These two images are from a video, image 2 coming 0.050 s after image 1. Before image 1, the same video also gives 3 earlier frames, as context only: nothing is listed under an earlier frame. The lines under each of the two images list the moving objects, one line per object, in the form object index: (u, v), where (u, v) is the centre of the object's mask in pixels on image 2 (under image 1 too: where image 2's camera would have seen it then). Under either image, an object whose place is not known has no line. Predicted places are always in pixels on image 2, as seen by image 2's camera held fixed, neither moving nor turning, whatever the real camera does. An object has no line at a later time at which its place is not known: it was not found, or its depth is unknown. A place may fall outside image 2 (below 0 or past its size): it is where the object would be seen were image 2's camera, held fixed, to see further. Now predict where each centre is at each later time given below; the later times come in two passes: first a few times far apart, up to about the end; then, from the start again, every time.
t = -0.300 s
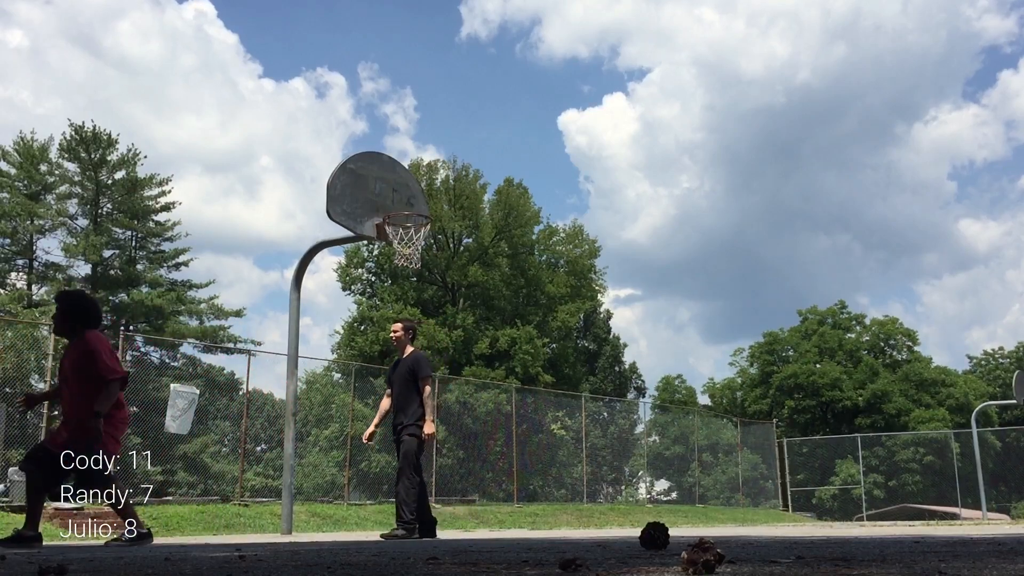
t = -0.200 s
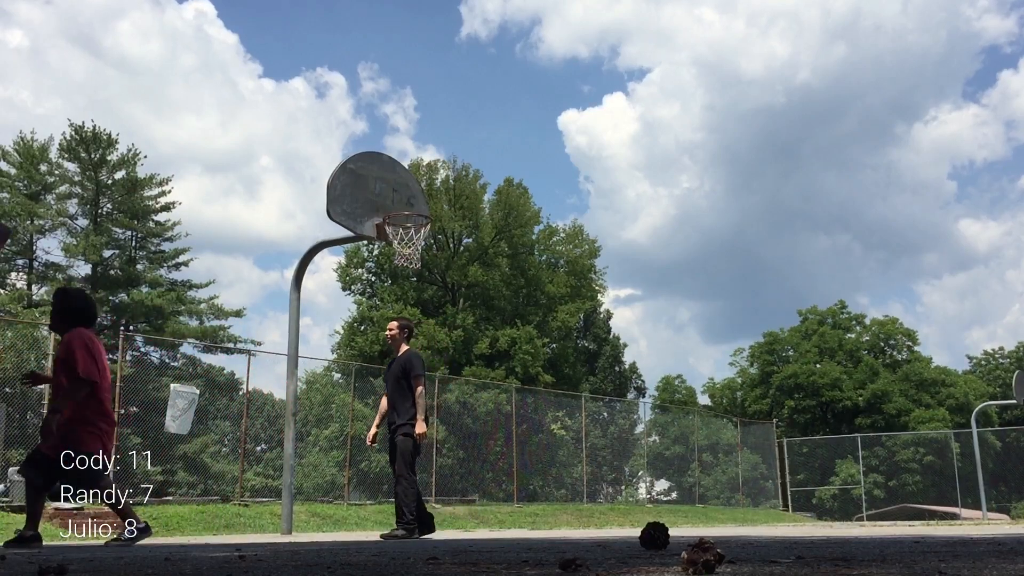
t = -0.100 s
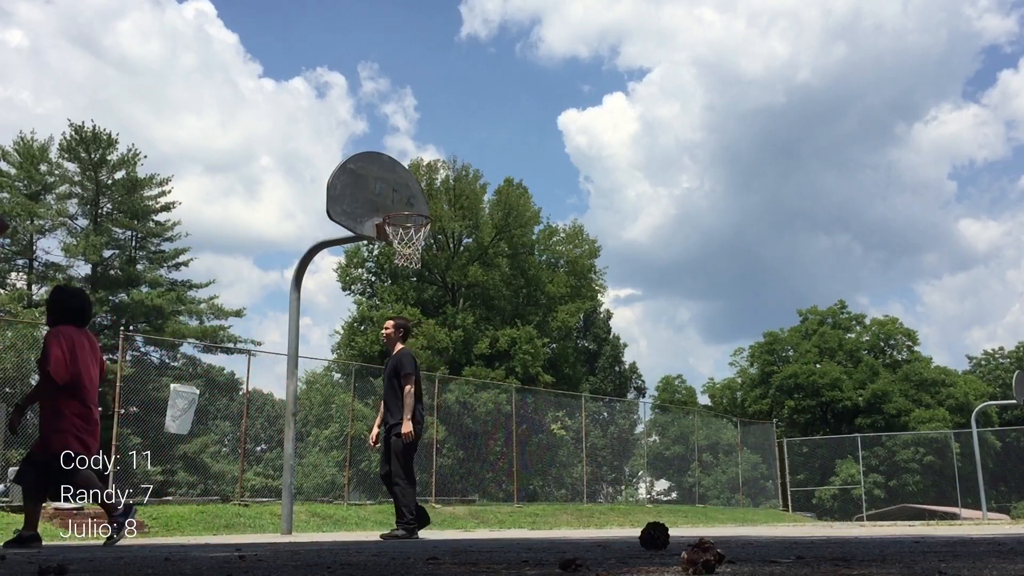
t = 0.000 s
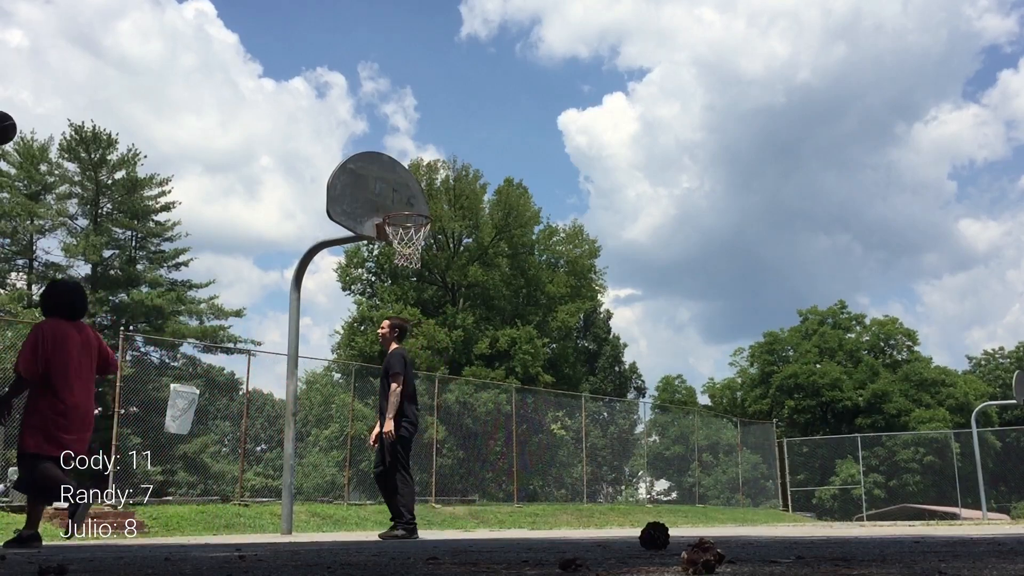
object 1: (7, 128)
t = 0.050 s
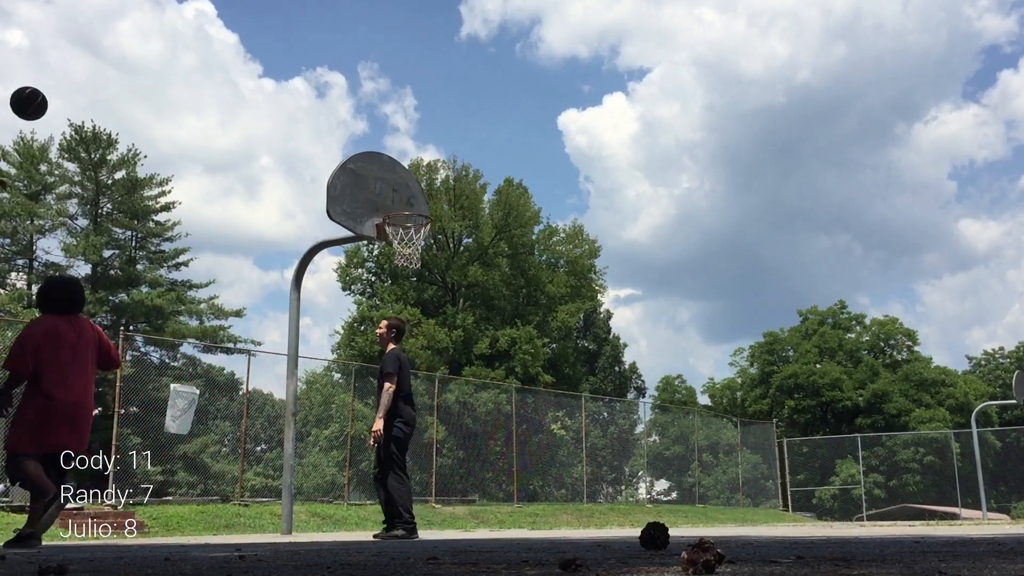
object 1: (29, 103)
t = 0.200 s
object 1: (112, 57)
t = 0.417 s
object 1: (209, 45)
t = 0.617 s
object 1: (283, 78)
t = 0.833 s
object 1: (351, 151)
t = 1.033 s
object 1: (404, 196)
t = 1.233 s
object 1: (453, 176)
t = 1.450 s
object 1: (505, 197)
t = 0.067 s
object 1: (39, 96)
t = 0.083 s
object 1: (48, 90)
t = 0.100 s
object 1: (58, 84)
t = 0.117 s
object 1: (68, 78)
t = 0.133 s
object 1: (77, 73)
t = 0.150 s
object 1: (86, 69)
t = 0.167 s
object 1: (95, 64)
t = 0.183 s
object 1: (103, 61)
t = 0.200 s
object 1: (112, 57)
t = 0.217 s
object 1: (120, 54)
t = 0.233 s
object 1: (128, 52)
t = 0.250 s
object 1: (136, 49)
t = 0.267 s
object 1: (144, 48)
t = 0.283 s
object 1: (152, 46)
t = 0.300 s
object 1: (159, 45)
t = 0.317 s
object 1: (167, 44)
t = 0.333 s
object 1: (174, 44)
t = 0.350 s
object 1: (181, 43)
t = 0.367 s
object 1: (189, 43)
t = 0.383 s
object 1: (195, 44)
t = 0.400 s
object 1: (202, 45)
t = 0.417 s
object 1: (209, 45)
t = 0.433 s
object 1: (216, 47)
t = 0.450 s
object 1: (222, 48)
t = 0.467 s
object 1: (229, 50)
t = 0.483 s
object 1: (235, 52)
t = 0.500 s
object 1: (242, 55)
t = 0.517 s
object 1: (248, 57)
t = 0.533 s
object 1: (254, 60)
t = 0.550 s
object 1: (260, 63)
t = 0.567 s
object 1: (266, 67)
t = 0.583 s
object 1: (272, 70)
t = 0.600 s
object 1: (278, 74)
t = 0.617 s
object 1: (283, 78)
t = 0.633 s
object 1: (289, 82)
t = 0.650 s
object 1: (295, 87)
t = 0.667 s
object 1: (300, 92)
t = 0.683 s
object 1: (306, 97)
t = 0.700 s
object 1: (311, 102)
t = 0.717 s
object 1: (316, 107)
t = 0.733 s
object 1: (321, 113)
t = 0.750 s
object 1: (326, 119)
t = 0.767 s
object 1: (332, 125)
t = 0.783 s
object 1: (337, 131)
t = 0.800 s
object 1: (342, 138)
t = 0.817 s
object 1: (346, 144)
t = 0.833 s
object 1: (351, 151)
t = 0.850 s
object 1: (356, 159)
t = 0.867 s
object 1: (360, 167)
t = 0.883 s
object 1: (366, 174)
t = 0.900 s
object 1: (370, 182)
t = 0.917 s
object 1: (375, 190)
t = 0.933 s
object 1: (379, 198)
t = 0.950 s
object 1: (384, 205)
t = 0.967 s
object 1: (386, 208)
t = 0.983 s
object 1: (392, 206)
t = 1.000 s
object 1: (396, 203)
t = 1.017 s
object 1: (400, 199)
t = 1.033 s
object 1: (404, 196)
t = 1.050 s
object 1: (409, 192)
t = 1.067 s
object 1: (413, 190)
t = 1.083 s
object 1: (418, 188)
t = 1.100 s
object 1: (422, 185)
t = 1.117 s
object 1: (426, 183)
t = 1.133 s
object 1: (429, 181)
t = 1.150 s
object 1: (433, 180)
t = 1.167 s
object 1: (437, 179)
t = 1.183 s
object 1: (441, 178)
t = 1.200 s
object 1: (446, 178)
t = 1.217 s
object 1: (450, 177)
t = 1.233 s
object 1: (453, 176)
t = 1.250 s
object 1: (457, 176)
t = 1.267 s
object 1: (461, 176)
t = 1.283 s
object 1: (466, 177)
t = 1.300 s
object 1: (469, 178)
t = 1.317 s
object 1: (473, 179)
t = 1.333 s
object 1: (477, 180)
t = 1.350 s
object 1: (481, 182)
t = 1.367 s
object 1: (485, 184)
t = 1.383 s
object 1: (490, 186)
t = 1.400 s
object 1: (493, 188)
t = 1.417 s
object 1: (497, 191)
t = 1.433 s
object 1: (501, 194)
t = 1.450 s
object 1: (505, 197)
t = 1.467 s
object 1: (508, 200)
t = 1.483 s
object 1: (513, 204)
